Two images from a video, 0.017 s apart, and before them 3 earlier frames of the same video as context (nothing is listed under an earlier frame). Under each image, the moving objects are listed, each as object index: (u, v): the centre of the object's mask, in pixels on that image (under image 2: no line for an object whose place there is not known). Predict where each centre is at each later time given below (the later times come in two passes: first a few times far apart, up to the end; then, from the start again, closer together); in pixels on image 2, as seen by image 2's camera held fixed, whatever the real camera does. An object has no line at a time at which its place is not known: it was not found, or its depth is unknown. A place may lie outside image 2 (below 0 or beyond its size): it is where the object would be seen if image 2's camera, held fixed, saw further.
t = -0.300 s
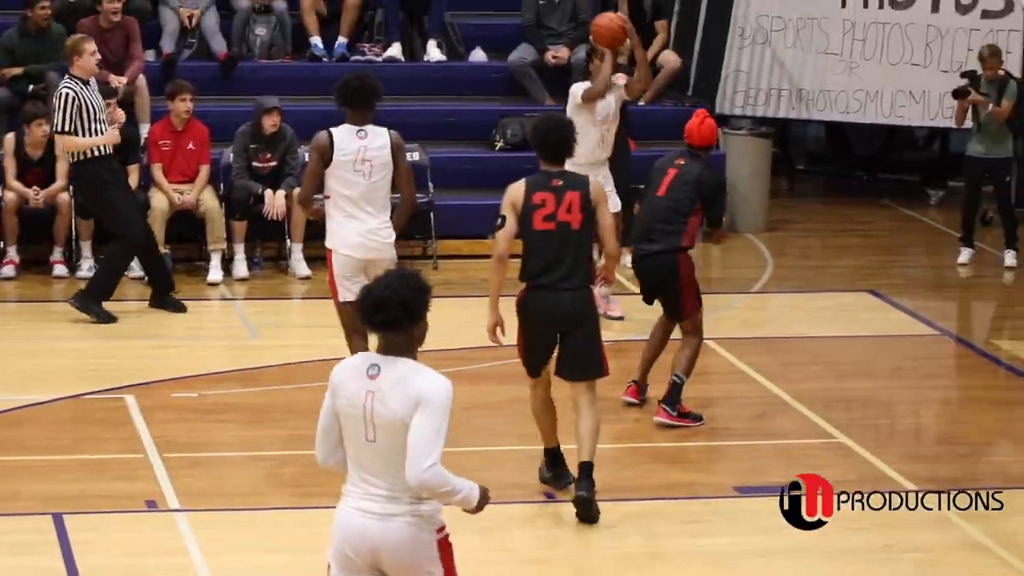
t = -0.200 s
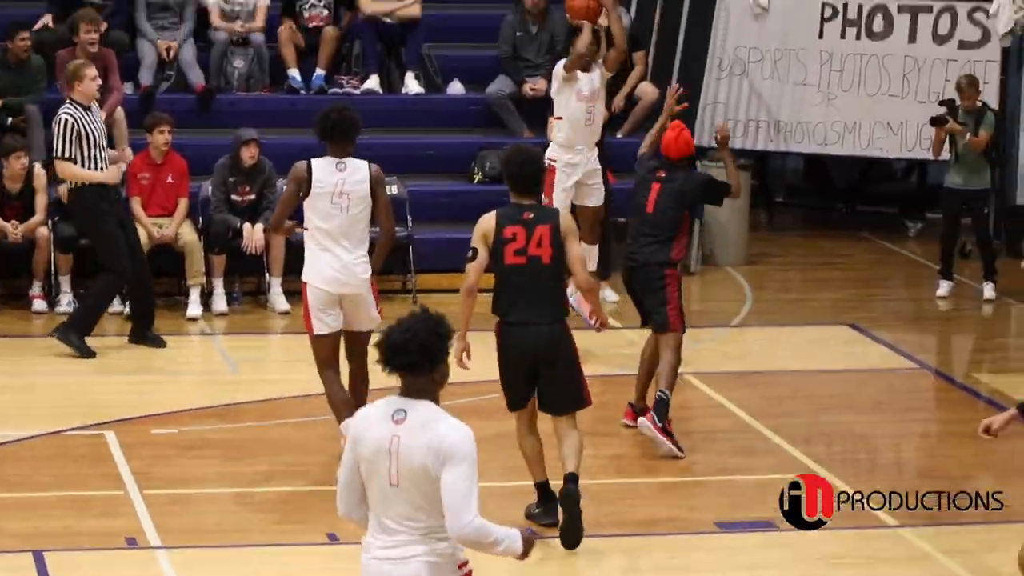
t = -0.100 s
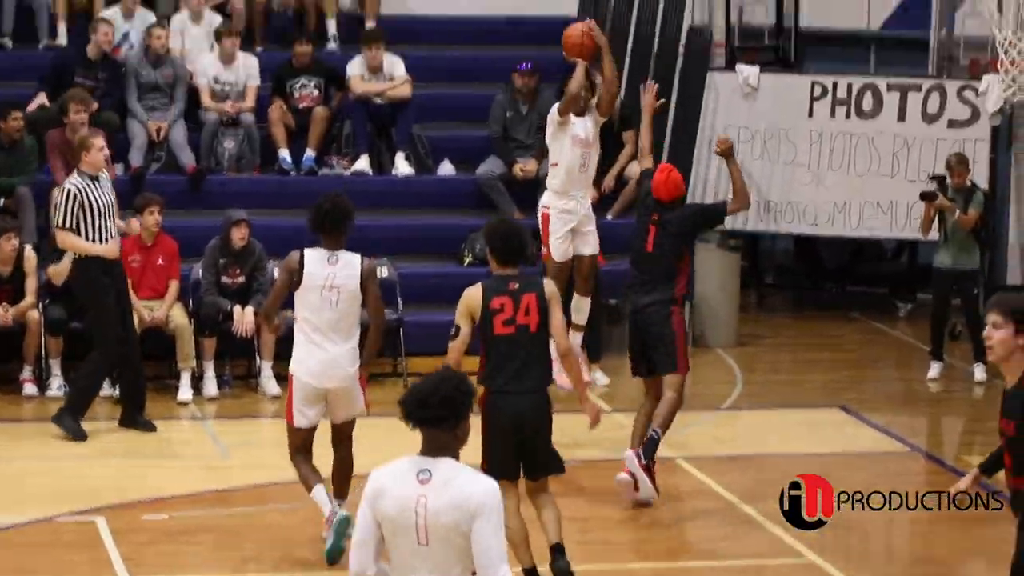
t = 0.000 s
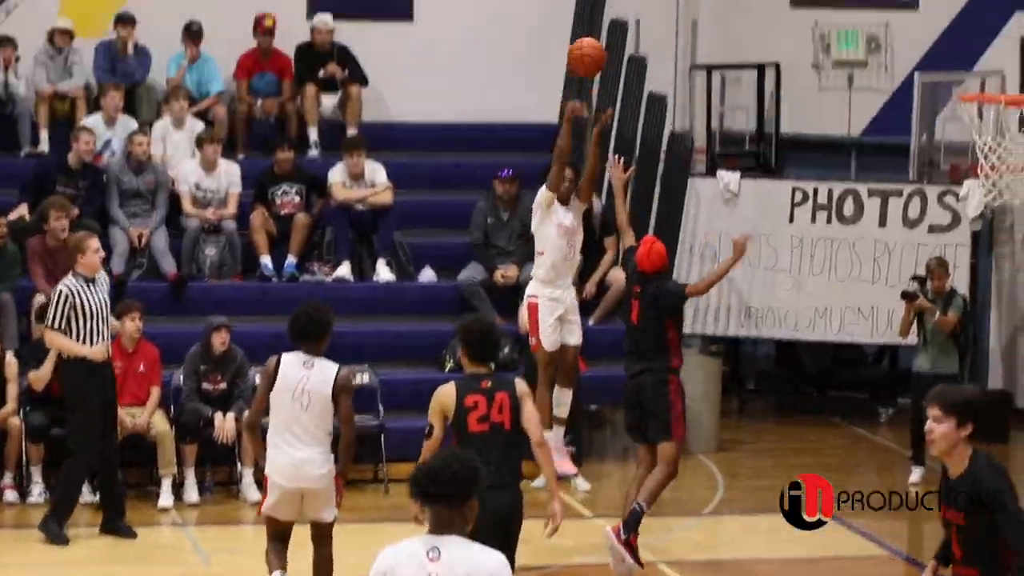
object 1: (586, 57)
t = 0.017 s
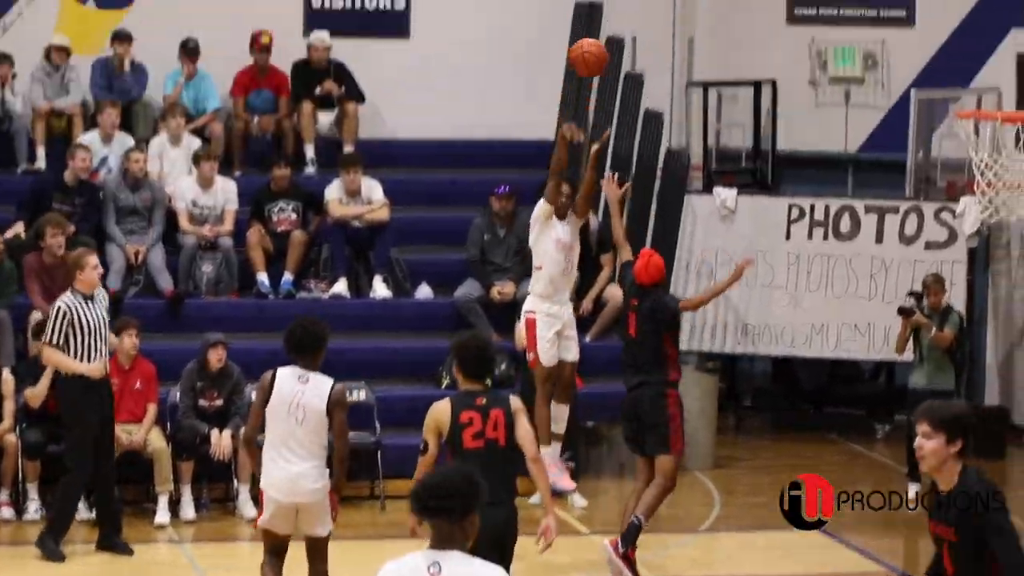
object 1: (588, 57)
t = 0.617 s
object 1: (812, -281)
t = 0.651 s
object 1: (825, -281)
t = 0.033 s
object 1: (594, 42)
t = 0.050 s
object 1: (600, 26)
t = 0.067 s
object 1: (605, 11)
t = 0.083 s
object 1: (611, -4)
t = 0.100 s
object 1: (617, -19)
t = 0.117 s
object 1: (622, -33)
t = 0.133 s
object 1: (628, -47)
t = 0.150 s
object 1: (634, -61)
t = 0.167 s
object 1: (639, -74)
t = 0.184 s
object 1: (645, -87)
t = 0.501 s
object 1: (766, -261)
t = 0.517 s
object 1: (772, -265)
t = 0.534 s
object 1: (779, -269)
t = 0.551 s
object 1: (785, -273)
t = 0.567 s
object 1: (792, -275)
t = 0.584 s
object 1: (799, -277)
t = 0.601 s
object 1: (805, -279)
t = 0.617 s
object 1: (812, -281)
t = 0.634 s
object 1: (819, -281)
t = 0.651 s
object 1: (825, -281)
